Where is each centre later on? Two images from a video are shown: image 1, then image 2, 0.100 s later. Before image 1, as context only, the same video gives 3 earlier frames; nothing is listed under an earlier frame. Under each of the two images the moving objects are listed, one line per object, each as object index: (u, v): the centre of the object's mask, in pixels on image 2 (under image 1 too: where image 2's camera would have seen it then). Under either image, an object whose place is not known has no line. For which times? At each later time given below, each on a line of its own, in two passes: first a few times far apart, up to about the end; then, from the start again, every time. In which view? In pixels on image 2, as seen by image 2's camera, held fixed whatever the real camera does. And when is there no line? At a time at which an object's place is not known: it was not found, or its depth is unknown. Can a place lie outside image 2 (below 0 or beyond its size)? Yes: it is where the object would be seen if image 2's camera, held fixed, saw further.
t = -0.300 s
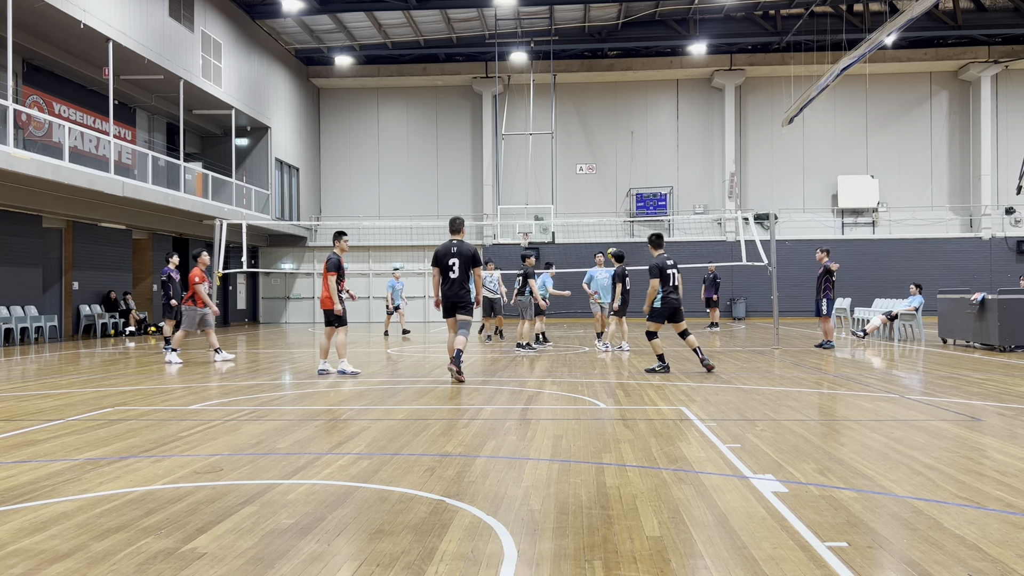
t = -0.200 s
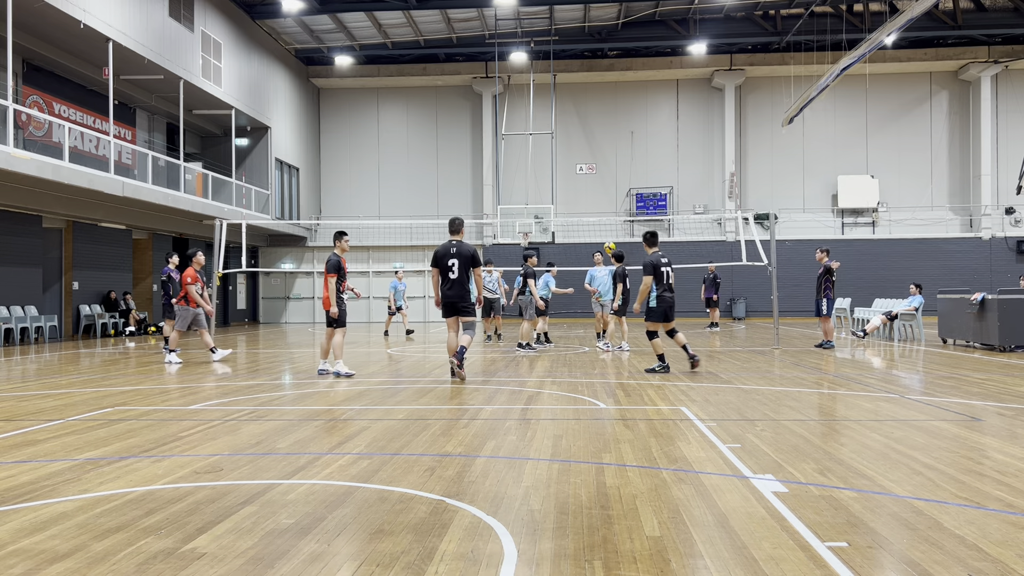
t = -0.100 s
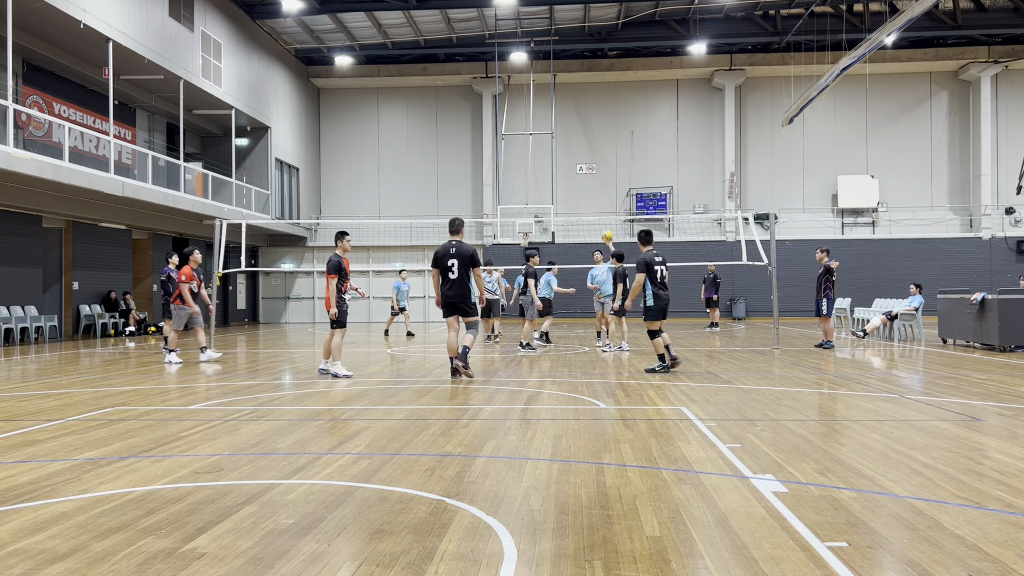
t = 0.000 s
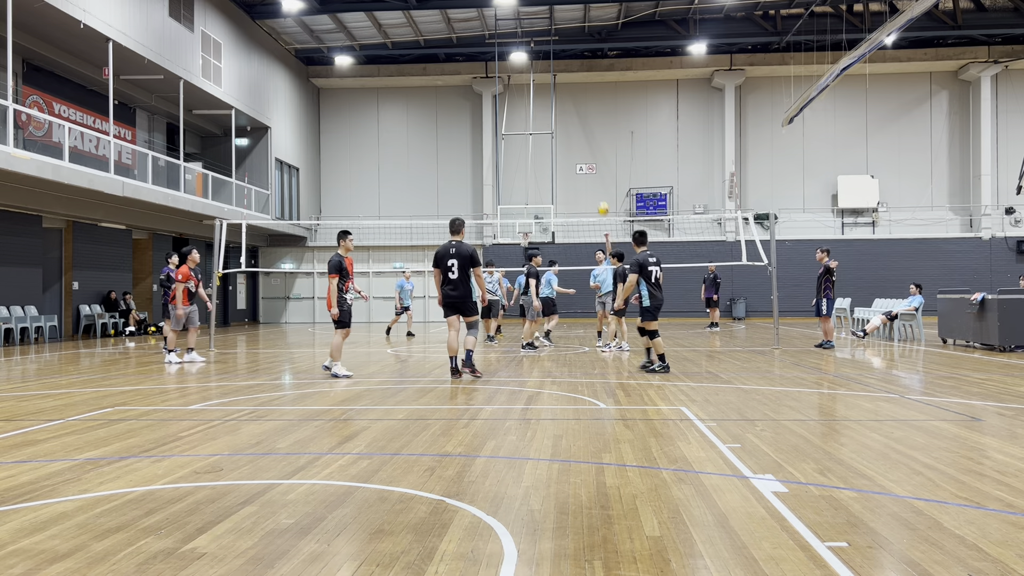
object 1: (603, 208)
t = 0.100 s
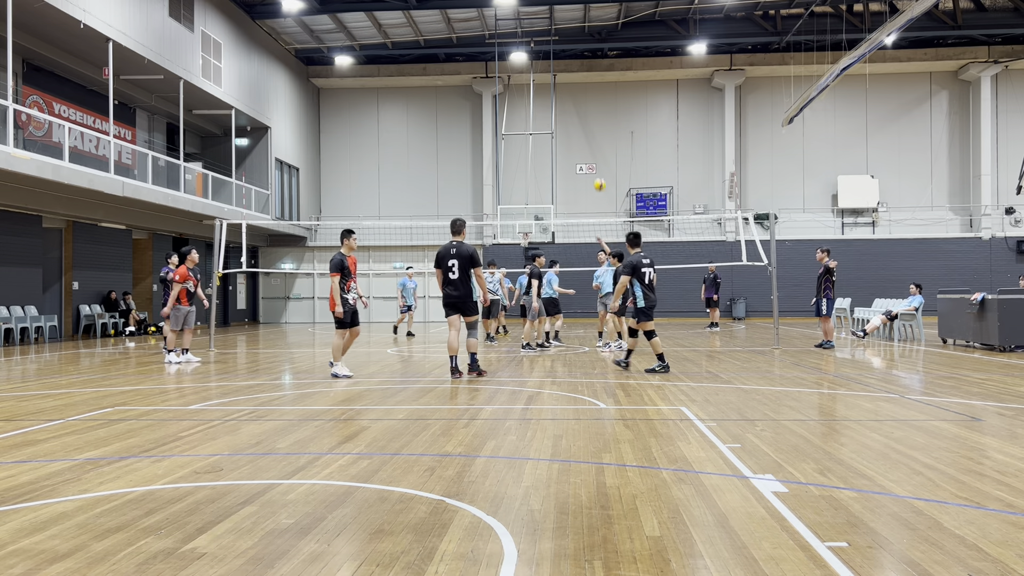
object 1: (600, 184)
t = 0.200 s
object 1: (596, 164)
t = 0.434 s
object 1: (587, 139)
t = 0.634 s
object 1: (578, 141)
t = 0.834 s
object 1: (569, 167)
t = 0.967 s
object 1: (561, 201)
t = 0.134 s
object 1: (599, 177)
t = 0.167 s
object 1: (597, 171)
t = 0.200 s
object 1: (596, 164)
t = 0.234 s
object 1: (595, 159)
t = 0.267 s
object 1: (594, 154)
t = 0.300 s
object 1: (592, 150)
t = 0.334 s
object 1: (591, 146)
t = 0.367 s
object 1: (589, 143)
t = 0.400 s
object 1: (588, 140)
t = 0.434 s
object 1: (587, 139)
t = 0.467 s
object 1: (585, 137)
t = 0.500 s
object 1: (584, 136)
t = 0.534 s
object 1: (582, 137)
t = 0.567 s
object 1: (581, 138)
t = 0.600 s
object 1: (579, 139)
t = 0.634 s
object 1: (578, 141)
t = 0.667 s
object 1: (576, 143)
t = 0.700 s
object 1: (575, 146)
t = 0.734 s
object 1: (573, 151)
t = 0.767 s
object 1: (572, 155)
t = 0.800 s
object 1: (570, 161)
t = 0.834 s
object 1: (569, 167)
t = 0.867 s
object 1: (567, 175)
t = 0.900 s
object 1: (565, 183)
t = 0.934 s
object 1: (564, 191)
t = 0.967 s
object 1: (561, 201)
